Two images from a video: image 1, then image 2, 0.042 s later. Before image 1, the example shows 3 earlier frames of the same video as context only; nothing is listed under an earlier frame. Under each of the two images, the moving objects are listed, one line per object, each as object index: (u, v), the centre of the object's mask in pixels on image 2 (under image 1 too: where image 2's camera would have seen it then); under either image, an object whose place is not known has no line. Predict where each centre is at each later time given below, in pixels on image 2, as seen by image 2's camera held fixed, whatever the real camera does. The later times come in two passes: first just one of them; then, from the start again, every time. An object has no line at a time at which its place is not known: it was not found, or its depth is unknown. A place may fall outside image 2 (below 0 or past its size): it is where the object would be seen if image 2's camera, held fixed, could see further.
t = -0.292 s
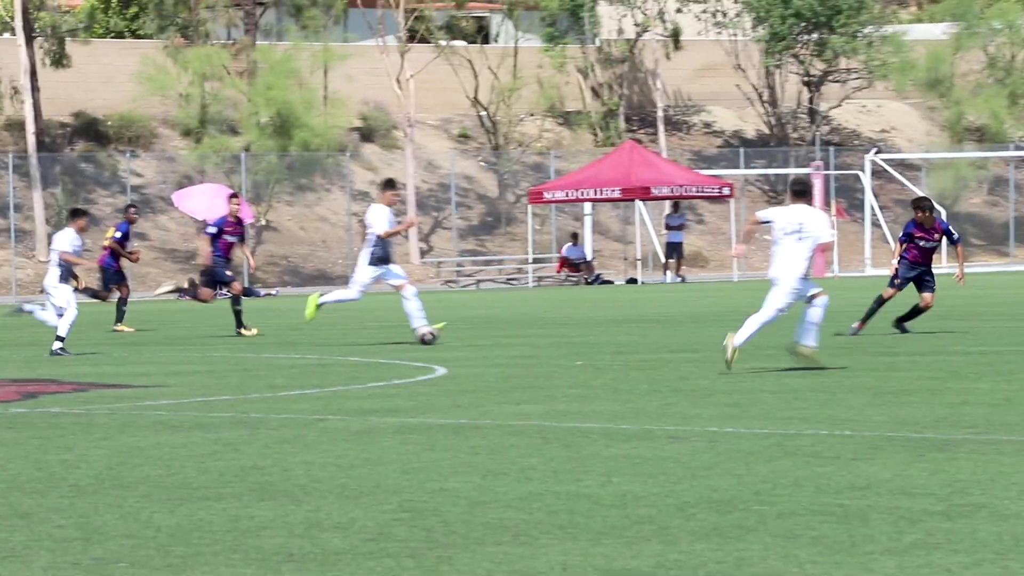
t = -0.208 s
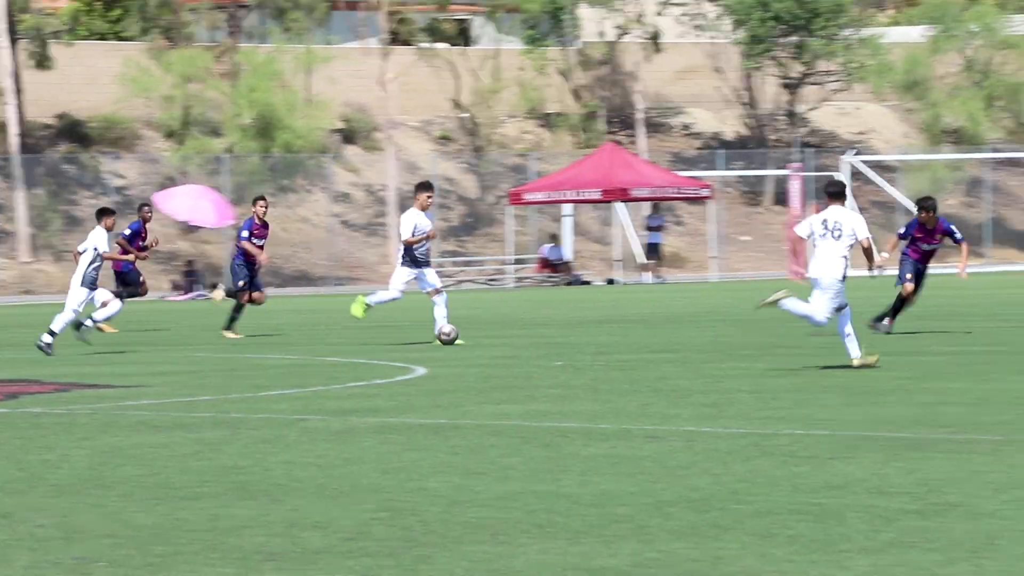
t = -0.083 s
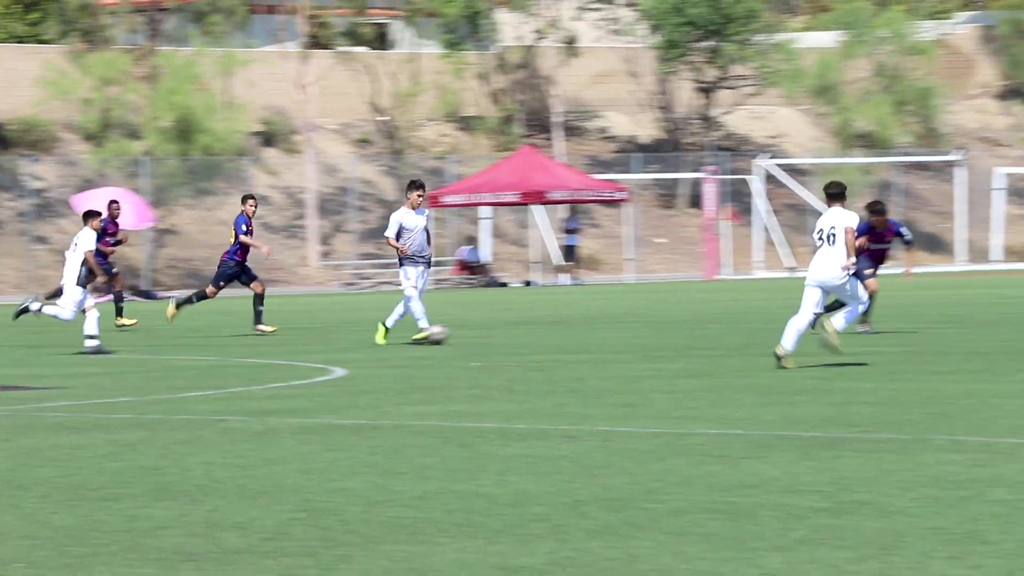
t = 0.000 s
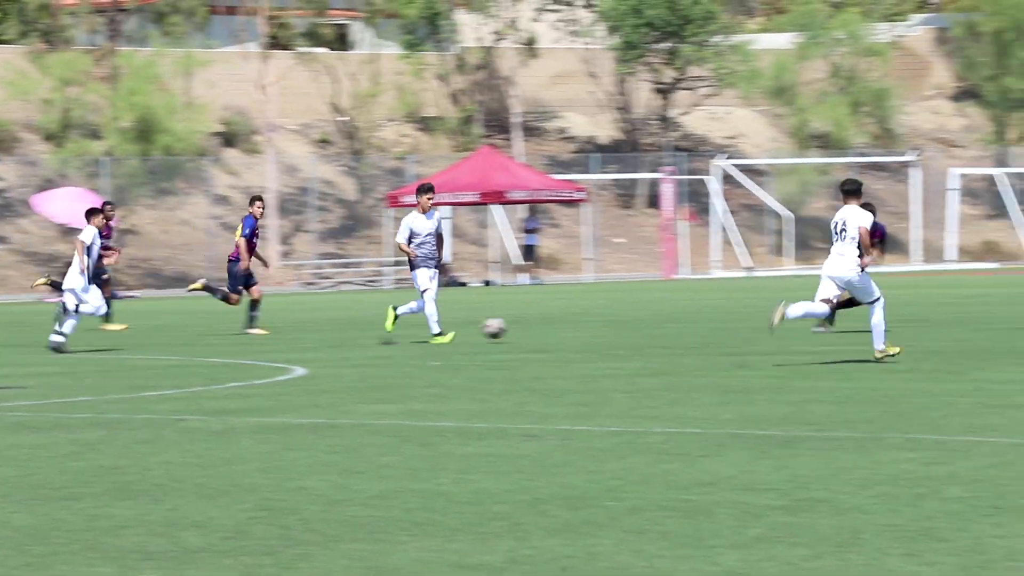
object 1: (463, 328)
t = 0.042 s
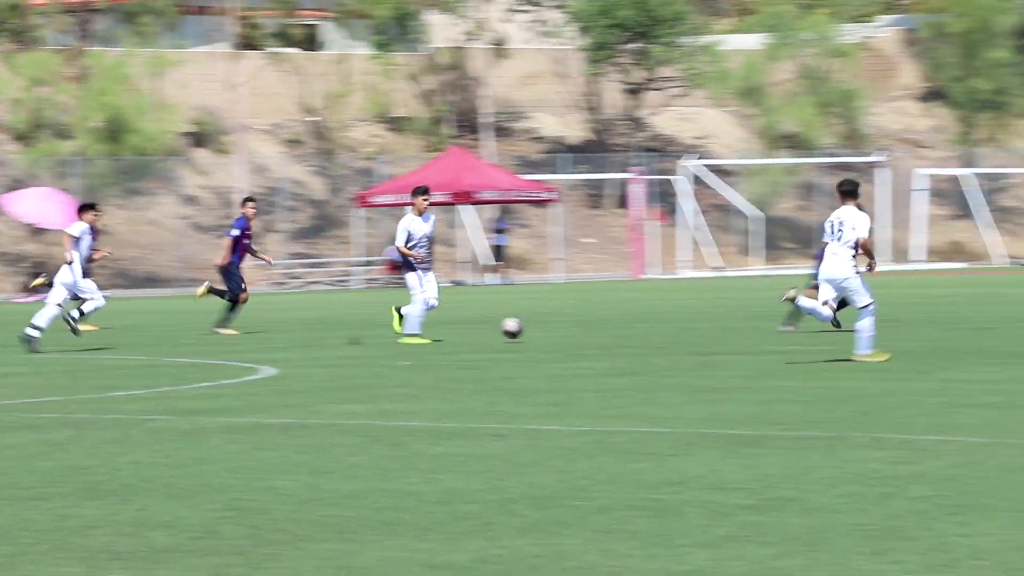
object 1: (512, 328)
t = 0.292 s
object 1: (786, 328)
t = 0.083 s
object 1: (561, 330)
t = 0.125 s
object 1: (611, 332)
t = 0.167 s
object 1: (655, 328)
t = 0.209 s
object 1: (699, 326)
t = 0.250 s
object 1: (742, 326)
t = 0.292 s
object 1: (786, 328)
